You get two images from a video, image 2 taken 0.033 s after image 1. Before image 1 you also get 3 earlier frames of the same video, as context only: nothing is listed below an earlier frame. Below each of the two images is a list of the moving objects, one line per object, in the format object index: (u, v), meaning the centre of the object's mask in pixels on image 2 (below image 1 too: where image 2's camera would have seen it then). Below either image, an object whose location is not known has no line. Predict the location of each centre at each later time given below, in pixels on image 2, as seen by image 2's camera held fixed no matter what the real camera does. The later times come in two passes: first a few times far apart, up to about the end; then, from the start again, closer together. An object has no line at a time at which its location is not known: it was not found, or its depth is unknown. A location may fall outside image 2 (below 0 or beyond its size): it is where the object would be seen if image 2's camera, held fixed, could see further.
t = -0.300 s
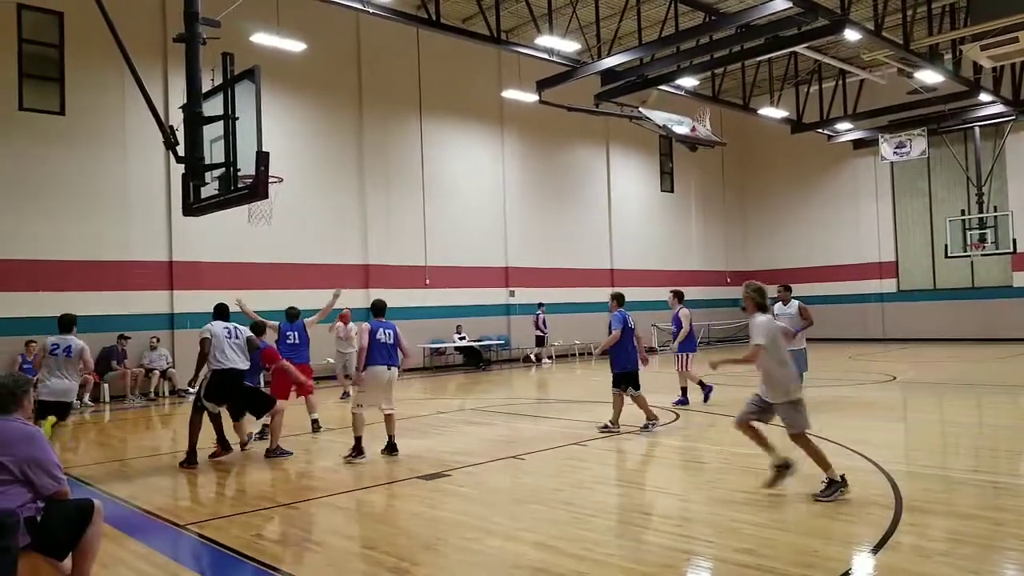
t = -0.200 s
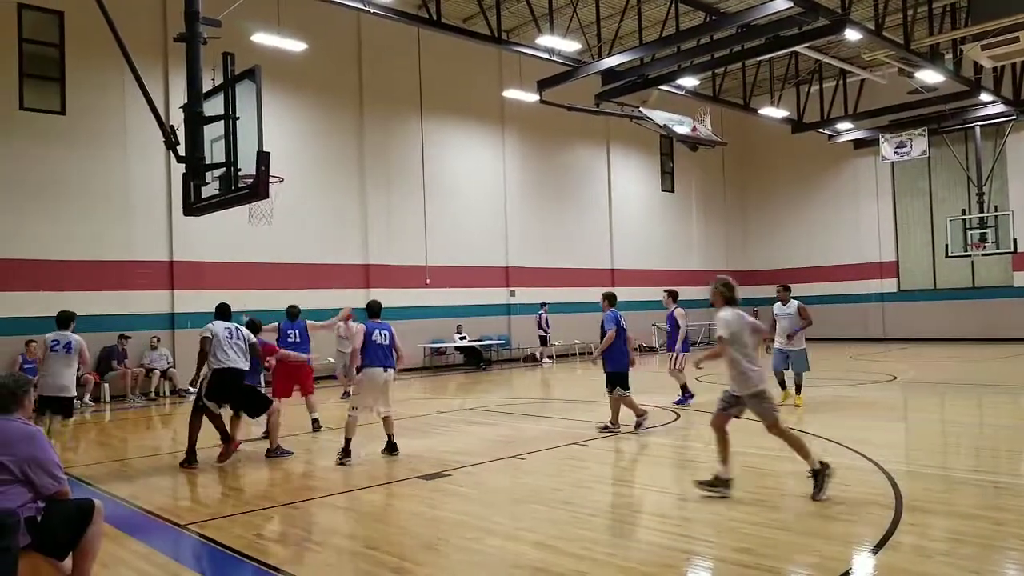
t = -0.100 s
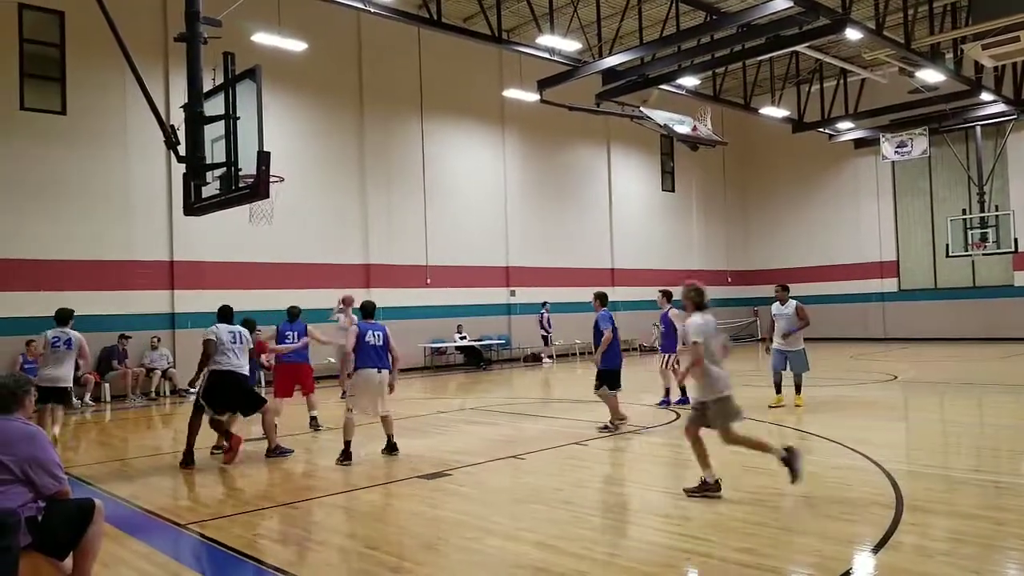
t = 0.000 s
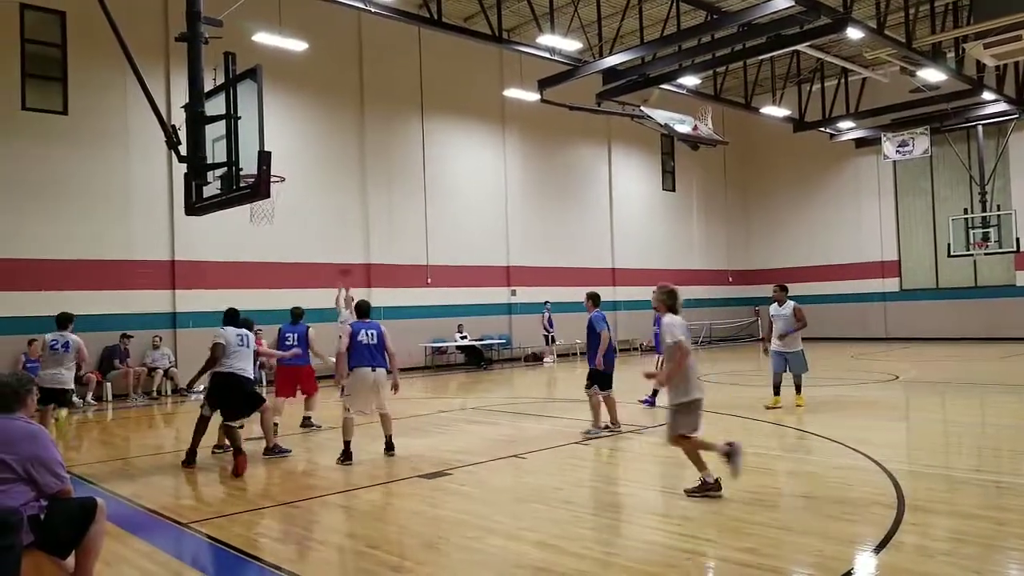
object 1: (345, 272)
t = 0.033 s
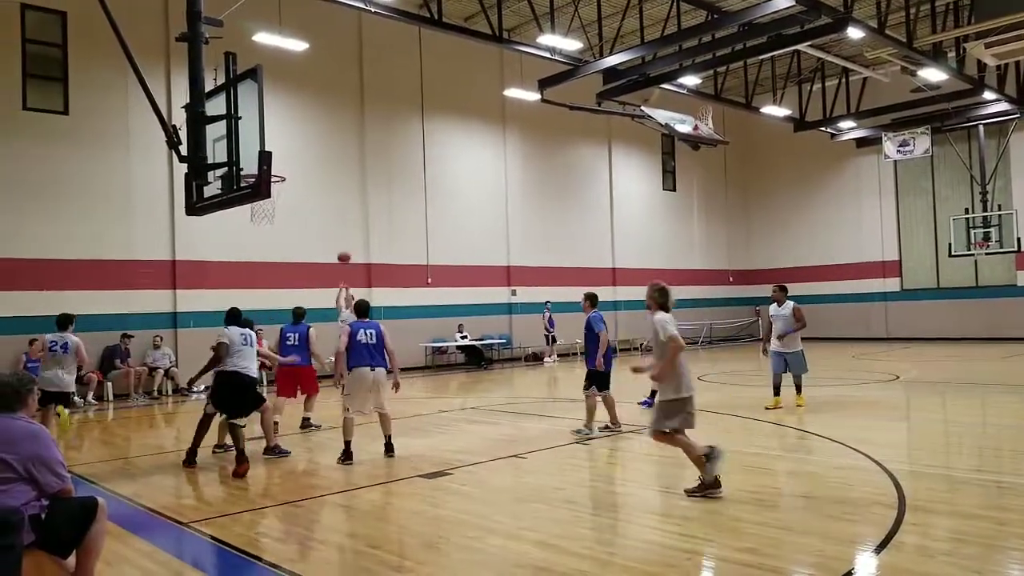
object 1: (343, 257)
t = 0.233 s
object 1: (331, 195)
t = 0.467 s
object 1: (318, 143)
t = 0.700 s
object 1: (303, 118)
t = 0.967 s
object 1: (284, 133)
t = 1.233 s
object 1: (279, 217)
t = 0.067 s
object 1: (341, 246)
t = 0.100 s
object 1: (339, 235)
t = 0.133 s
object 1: (338, 225)
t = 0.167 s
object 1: (336, 215)
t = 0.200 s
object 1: (333, 205)
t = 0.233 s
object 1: (331, 195)
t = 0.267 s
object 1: (329, 187)
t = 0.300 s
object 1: (327, 178)
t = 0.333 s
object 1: (326, 171)
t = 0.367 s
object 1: (322, 163)
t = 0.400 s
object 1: (321, 155)
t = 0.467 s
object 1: (318, 143)
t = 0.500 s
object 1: (315, 138)
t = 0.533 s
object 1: (313, 133)
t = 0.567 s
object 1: (311, 129)
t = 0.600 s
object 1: (309, 125)
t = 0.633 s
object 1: (307, 122)
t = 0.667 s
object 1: (305, 120)
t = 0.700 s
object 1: (303, 118)
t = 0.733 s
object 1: (300, 117)
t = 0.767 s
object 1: (298, 117)
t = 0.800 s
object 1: (296, 117)
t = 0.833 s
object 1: (294, 118)
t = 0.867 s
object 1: (291, 120)
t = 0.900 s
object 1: (289, 123)
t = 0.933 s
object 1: (286, 128)
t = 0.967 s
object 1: (284, 133)
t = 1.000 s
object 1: (281, 139)
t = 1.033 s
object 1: (278, 146)
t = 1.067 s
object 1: (277, 154)
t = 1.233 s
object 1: (279, 217)
